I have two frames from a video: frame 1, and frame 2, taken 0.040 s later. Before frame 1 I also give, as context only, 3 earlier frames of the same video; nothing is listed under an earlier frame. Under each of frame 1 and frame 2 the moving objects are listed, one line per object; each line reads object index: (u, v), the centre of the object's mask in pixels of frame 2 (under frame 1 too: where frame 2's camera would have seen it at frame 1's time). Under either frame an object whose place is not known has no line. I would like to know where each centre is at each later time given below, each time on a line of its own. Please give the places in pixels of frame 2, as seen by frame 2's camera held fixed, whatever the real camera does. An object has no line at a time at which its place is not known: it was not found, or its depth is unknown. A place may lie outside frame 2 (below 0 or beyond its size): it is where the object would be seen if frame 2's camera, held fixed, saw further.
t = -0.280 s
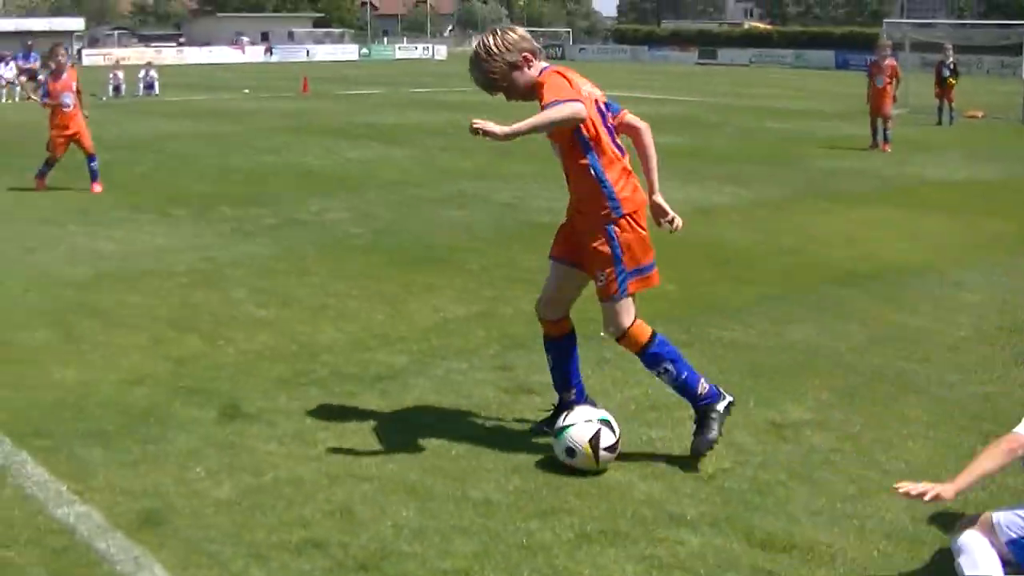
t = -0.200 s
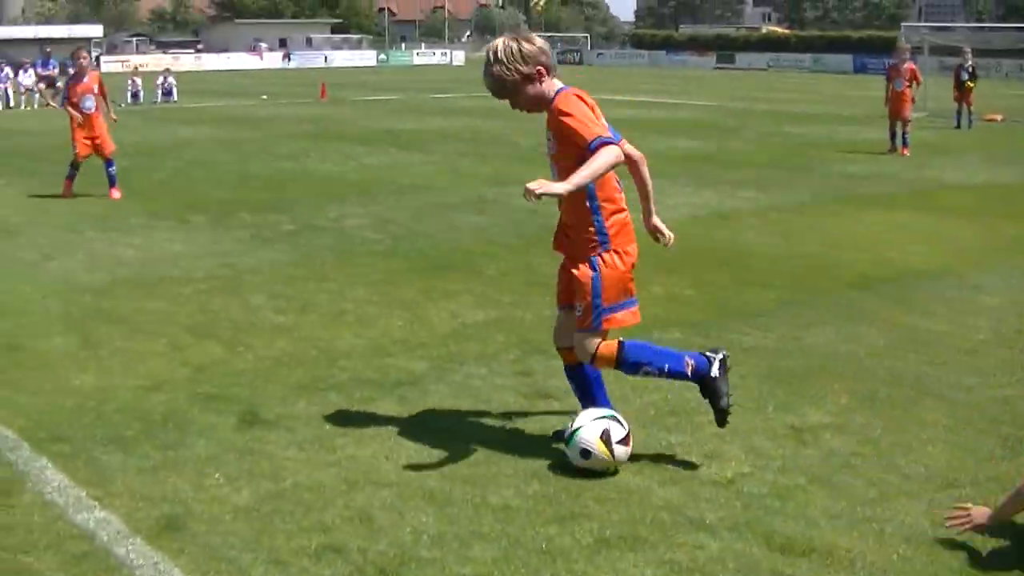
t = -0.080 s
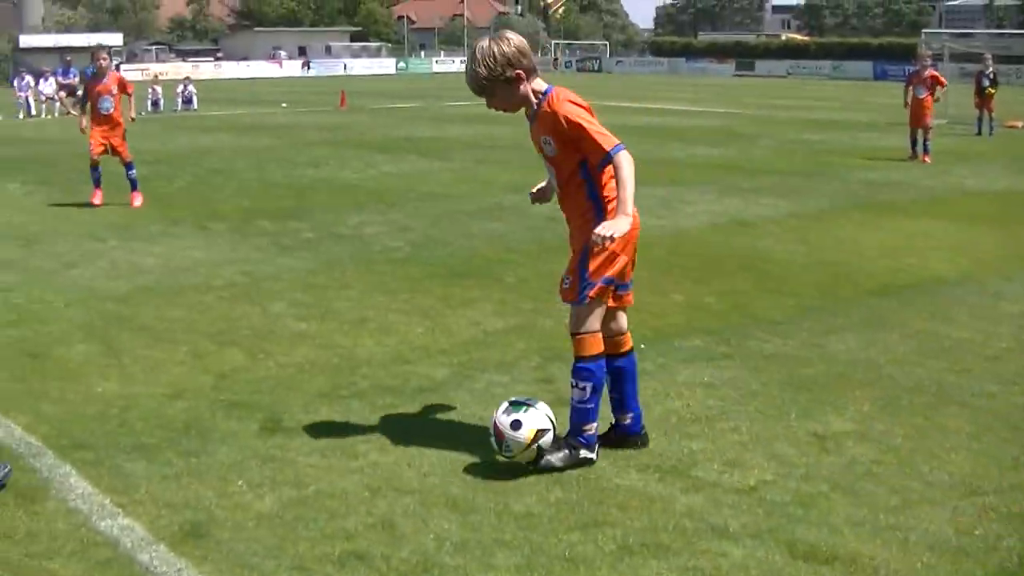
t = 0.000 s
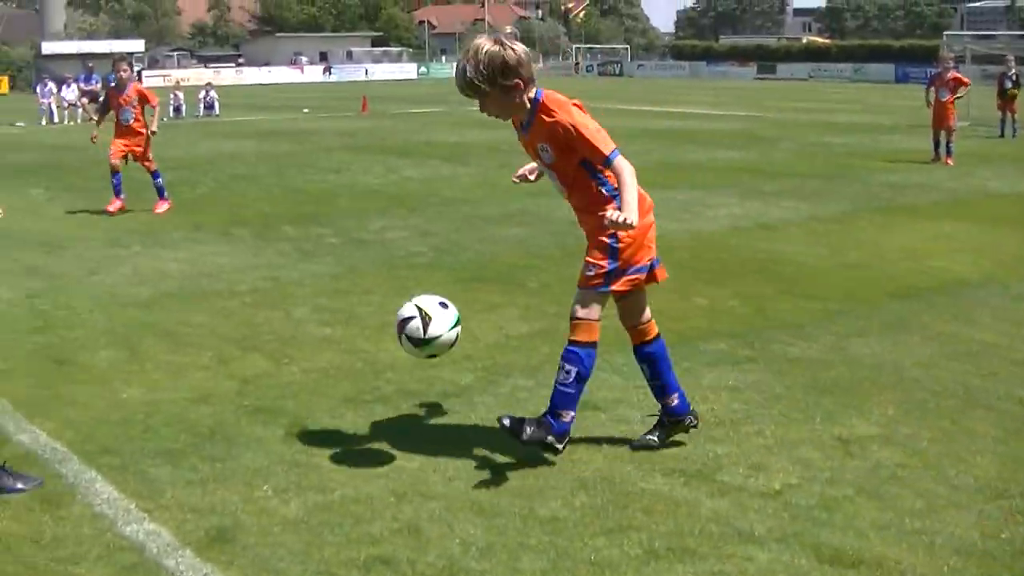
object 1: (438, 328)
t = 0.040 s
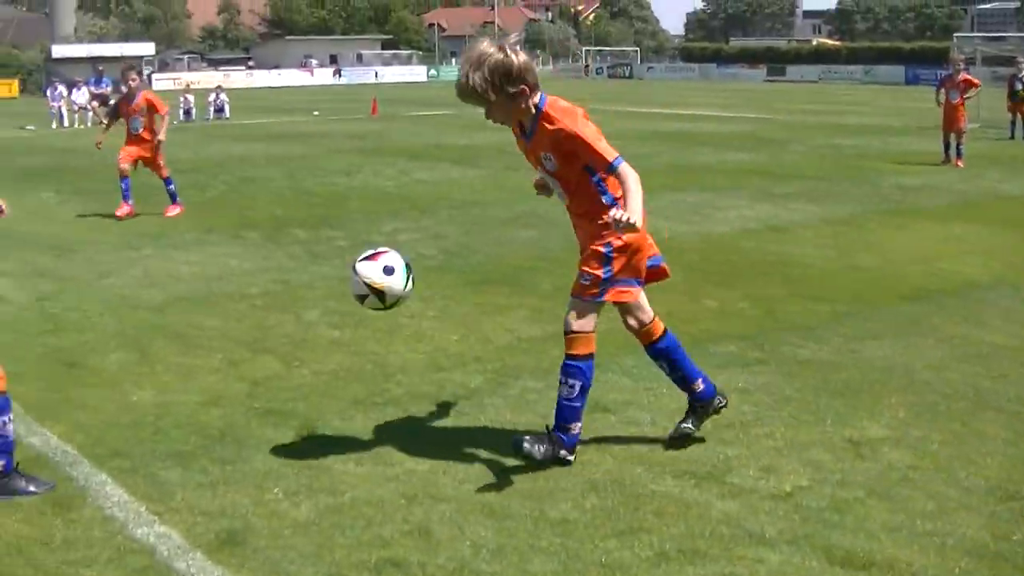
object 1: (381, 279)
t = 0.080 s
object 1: (327, 233)
